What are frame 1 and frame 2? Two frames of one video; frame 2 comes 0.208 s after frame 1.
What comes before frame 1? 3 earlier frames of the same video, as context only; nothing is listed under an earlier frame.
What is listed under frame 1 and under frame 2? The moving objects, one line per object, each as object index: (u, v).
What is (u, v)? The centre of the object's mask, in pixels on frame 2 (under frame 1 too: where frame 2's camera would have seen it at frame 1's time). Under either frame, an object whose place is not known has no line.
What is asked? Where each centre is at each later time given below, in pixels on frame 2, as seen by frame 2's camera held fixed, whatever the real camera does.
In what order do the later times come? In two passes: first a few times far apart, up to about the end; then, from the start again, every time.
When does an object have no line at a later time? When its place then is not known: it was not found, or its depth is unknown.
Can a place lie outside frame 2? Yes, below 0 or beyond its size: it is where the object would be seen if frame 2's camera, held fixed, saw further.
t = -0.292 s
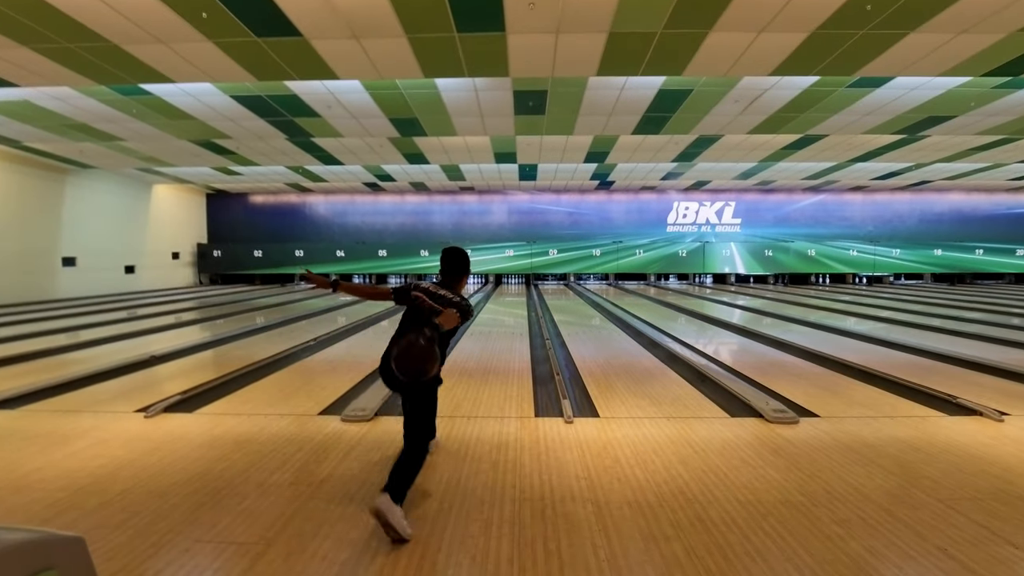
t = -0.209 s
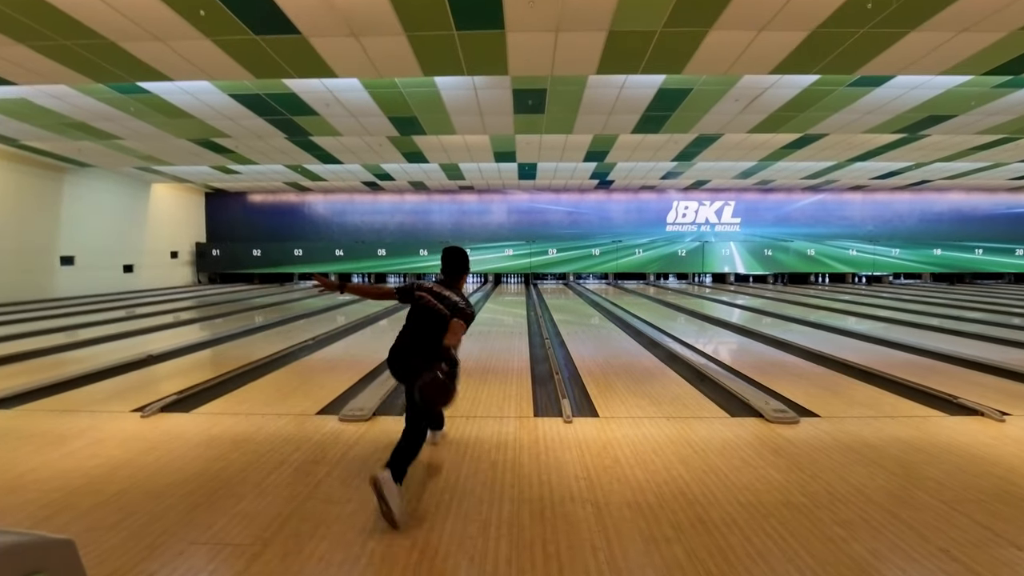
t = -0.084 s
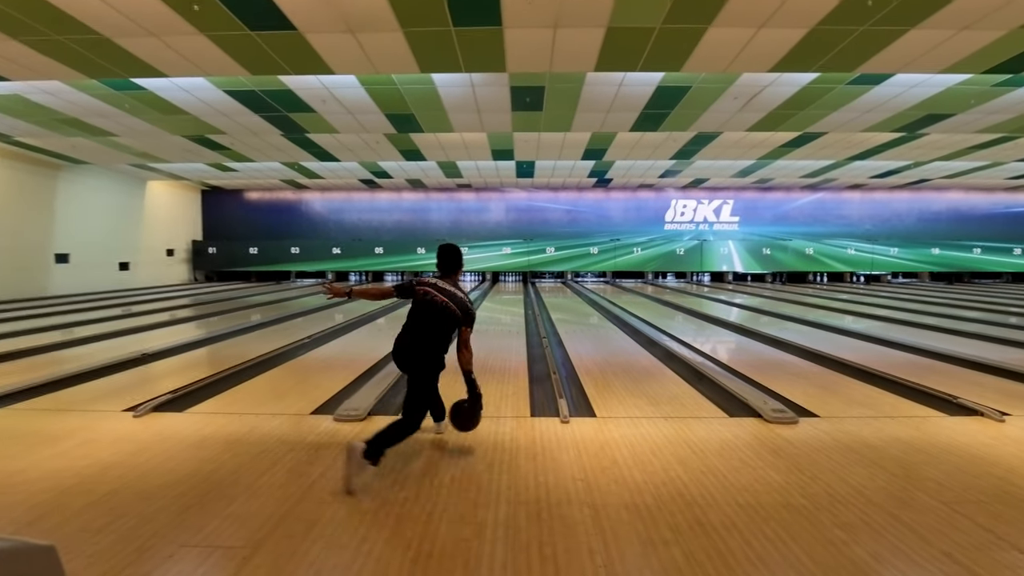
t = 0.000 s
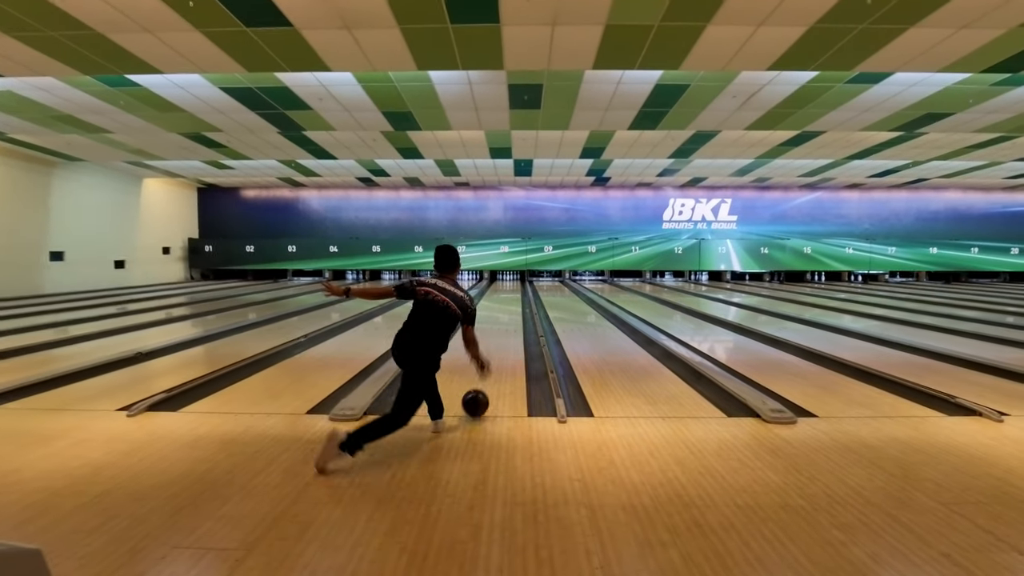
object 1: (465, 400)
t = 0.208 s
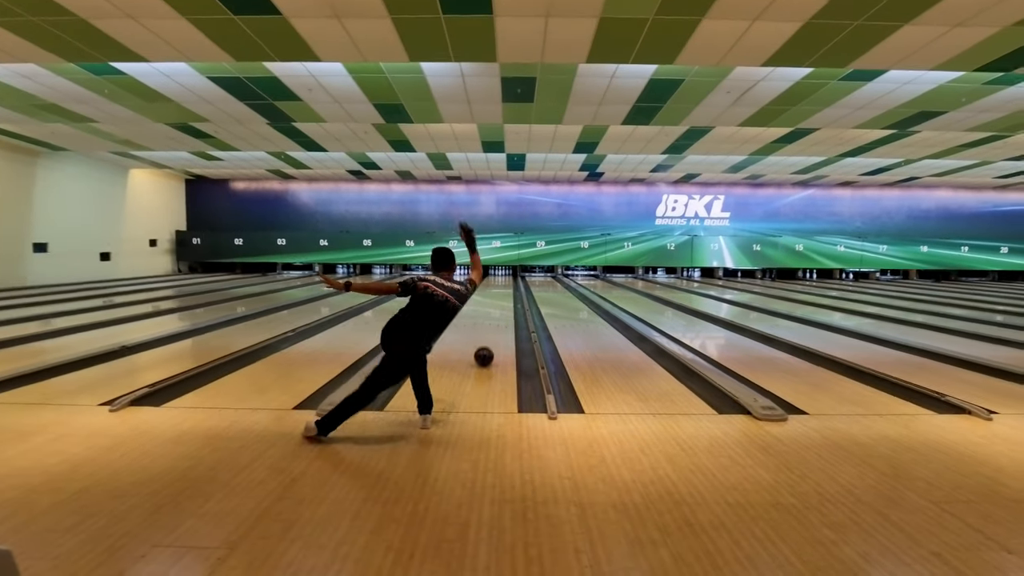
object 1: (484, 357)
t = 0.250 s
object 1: (486, 350)
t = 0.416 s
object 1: (492, 332)
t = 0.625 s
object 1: (497, 317)
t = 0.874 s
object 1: (501, 305)
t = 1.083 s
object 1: (503, 297)
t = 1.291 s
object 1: (504, 292)
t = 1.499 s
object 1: (504, 287)
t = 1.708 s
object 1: (503, 284)
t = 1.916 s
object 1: (503, 281)
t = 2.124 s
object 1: (502, 278)
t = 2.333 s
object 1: (500, 276)
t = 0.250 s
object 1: (486, 350)
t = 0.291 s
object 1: (488, 345)
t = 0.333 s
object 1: (489, 340)
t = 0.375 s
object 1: (491, 336)
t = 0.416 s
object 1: (492, 332)
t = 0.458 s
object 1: (493, 328)
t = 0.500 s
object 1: (495, 325)
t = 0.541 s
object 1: (496, 322)
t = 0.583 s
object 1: (497, 319)
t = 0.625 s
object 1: (497, 317)
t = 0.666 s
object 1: (498, 314)
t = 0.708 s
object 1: (499, 312)
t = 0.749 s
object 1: (503, 309)
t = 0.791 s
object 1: (500, 308)
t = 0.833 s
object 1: (501, 306)
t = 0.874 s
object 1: (501, 305)
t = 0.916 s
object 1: (501, 303)
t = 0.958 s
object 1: (502, 301)
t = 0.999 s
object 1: (502, 300)
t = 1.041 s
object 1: (503, 298)
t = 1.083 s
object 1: (503, 297)
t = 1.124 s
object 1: (503, 296)
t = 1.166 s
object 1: (503, 295)
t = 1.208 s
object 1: (503, 294)
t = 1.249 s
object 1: (503, 292)
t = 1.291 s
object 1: (504, 292)
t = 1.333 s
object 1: (504, 291)
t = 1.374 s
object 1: (503, 290)
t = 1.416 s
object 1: (503, 289)
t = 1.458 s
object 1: (504, 288)
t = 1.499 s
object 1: (504, 287)
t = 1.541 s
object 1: (504, 286)
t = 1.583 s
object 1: (504, 285)
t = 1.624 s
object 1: (503, 285)
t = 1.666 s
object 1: (503, 284)
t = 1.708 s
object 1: (503, 284)
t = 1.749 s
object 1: (503, 283)
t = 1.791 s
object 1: (503, 282)
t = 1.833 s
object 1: (503, 282)
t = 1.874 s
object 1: (503, 281)
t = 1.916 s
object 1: (503, 281)
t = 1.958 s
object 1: (502, 280)
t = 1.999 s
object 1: (502, 279)
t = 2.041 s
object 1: (502, 278)
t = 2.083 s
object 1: (502, 278)
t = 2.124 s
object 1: (502, 278)
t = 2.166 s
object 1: (502, 277)
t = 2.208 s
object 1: (501, 277)
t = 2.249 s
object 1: (501, 277)
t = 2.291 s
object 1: (501, 276)
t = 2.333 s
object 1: (500, 276)
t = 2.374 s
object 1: (500, 275)
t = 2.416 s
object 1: (500, 275)
